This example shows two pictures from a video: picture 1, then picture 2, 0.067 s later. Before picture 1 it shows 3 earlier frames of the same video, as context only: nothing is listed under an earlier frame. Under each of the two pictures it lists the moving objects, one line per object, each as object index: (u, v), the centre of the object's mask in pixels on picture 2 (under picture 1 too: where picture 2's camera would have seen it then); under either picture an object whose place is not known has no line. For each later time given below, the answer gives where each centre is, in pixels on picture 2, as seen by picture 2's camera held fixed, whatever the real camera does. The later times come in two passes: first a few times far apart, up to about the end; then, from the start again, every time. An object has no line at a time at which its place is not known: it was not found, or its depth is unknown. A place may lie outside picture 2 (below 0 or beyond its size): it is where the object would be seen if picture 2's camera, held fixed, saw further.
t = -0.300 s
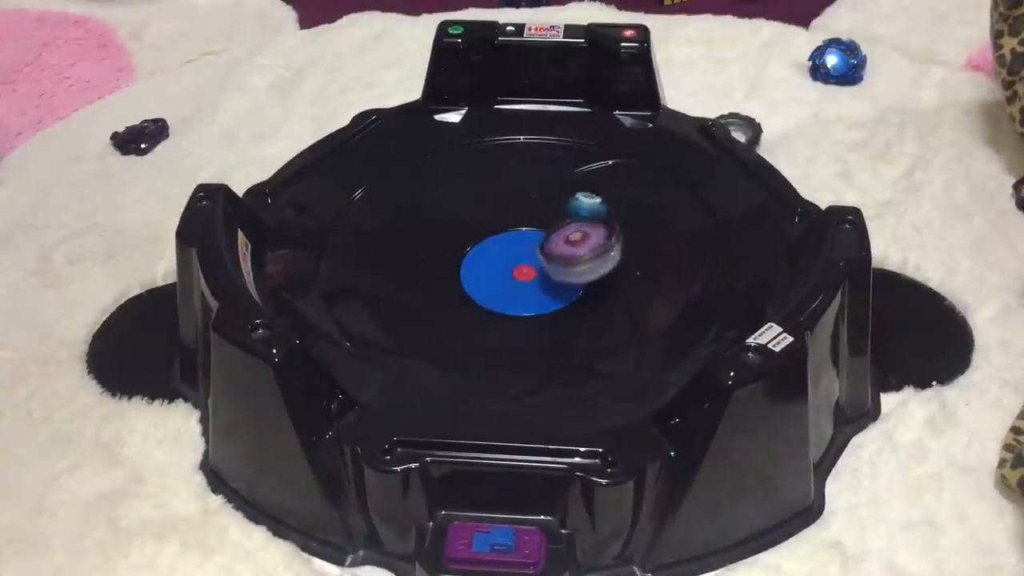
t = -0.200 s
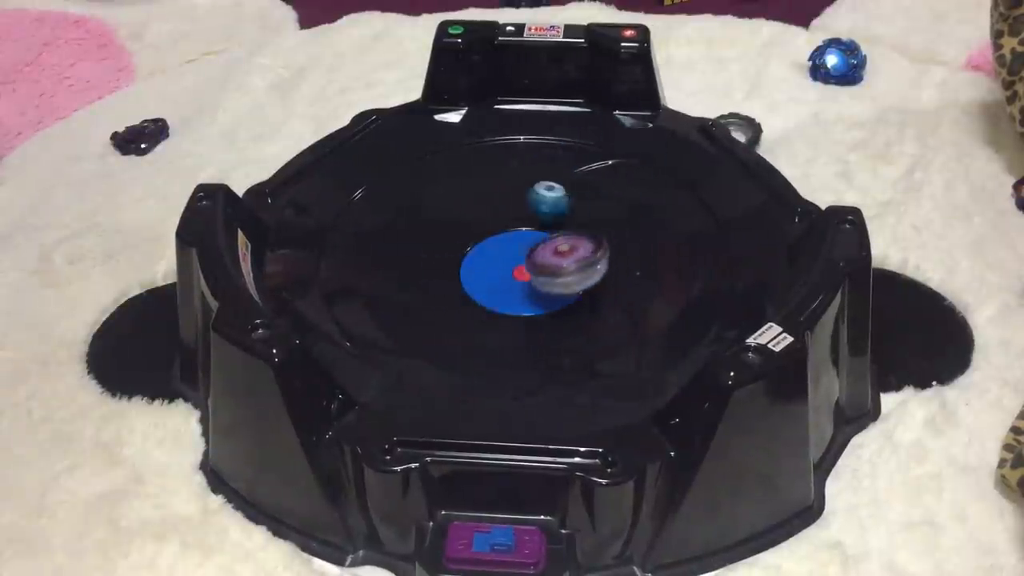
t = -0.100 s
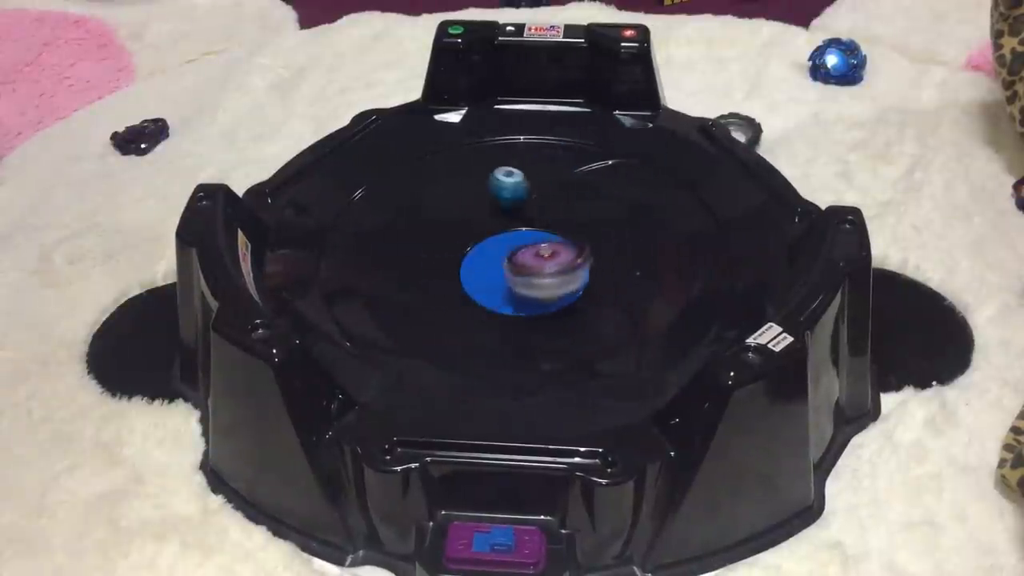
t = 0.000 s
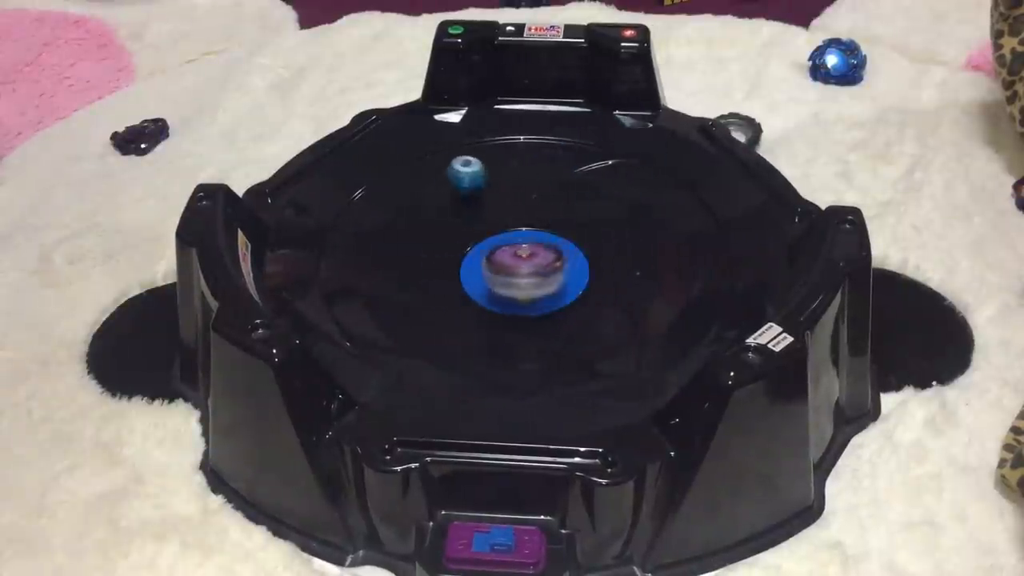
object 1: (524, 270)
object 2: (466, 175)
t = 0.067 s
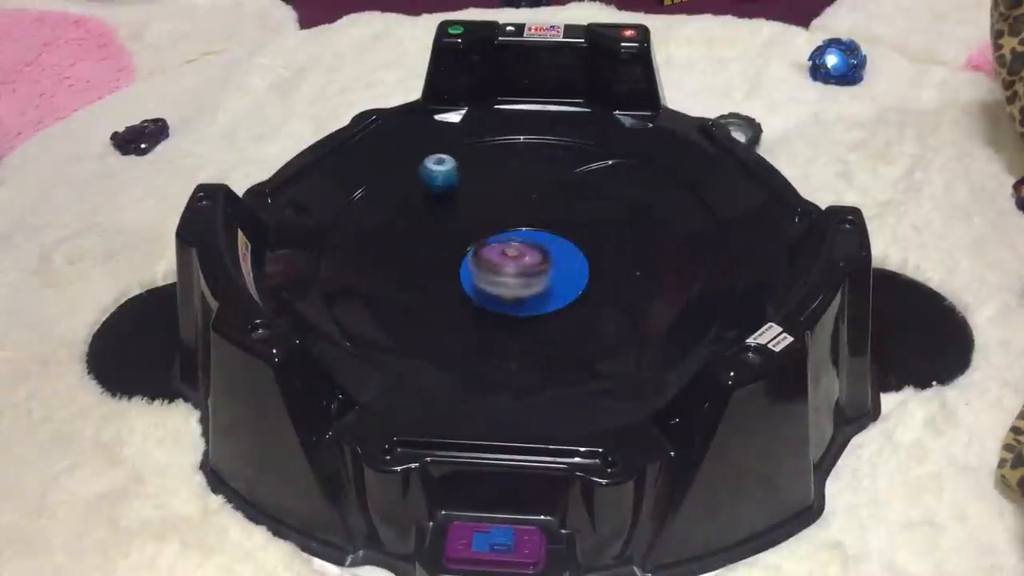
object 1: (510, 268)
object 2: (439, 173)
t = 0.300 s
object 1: (476, 248)
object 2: (390, 204)
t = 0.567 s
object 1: (485, 222)
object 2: (403, 266)
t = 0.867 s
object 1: (532, 207)
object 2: (496, 325)
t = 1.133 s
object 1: (574, 224)
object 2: (605, 303)
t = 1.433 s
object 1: (566, 246)
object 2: (704, 326)
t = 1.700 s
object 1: (522, 248)
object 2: (483, 292)
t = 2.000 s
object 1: (493, 210)
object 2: (383, 266)
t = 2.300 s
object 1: (504, 212)
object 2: (418, 281)
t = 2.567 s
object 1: (529, 223)
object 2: (412, 272)
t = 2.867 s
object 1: (528, 253)
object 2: (419, 281)
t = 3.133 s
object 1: (494, 262)
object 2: (414, 274)
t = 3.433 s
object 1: (481, 247)
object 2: (414, 275)
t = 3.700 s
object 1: (506, 232)
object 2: (418, 281)
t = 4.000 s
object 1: (536, 240)
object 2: (414, 274)
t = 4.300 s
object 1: (534, 260)
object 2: (418, 280)
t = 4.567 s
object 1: (504, 260)
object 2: (414, 274)
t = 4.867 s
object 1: (496, 239)
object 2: (418, 280)
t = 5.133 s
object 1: (519, 229)
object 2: (415, 274)
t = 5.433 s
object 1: (537, 243)
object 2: (418, 280)
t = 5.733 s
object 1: (515, 257)
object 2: (416, 275)
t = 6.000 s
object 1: (491, 249)
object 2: (417, 278)
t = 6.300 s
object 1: (498, 235)
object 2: (417, 277)
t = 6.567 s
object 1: (523, 239)
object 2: (417, 277)
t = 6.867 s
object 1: (507, 256)
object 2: (418, 278)
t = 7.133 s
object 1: (472, 262)
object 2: (411, 276)
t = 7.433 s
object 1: (475, 260)
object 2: (379, 232)
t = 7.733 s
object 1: (502, 255)
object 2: (424, 257)
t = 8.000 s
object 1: (526, 258)
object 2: (429, 248)
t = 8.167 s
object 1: (531, 263)
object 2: (429, 253)
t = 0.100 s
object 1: (503, 266)
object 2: (428, 174)
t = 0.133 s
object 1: (496, 264)
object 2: (418, 177)
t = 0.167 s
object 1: (492, 262)
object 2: (409, 180)
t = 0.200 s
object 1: (487, 259)
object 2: (400, 186)
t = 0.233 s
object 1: (483, 256)
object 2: (395, 193)
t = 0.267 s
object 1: (479, 252)
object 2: (393, 198)
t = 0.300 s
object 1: (476, 248)
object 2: (390, 204)
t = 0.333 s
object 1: (474, 244)
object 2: (389, 211)
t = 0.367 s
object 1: (472, 240)
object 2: (388, 217)
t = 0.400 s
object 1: (471, 236)
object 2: (389, 222)
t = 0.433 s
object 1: (471, 232)
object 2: (389, 231)
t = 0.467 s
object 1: (473, 230)
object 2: (390, 241)
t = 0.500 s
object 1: (479, 228)
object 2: (393, 249)
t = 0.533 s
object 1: (482, 225)
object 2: (398, 258)
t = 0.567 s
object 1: (485, 222)
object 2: (403, 266)
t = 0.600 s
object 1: (489, 218)
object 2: (411, 275)
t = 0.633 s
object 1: (493, 215)
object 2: (419, 282)
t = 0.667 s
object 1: (498, 213)
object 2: (427, 287)
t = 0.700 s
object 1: (503, 212)
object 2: (436, 295)
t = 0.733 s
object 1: (508, 210)
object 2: (445, 302)
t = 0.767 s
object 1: (514, 209)
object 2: (456, 309)
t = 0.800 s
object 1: (519, 208)
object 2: (469, 316)
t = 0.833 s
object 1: (525, 207)
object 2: (481, 320)
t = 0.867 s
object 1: (532, 207)
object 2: (496, 325)
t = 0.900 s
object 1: (540, 207)
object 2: (511, 327)
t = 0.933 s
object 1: (547, 208)
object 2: (526, 328)
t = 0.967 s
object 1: (554, 210)
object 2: (541, 327)
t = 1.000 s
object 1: (559, 213)
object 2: (556, 325)
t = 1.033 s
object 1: (564, 215)
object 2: (571, 322)
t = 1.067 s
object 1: (567, 217)
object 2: (583, 316)
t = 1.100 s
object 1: (571, 221)
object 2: (595, 310)
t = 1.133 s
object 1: (574, 224)
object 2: (605, 303)
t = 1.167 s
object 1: (577, 226)
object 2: (613, 296)
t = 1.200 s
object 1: (580, 231)
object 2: (620, 288)
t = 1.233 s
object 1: (582, 234)
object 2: (624, 280)
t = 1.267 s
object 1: (582, 238)
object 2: (634, 277)
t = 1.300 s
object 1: (578, 239)
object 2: (666, 298)
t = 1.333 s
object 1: (576, 239)
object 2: (705, 307)
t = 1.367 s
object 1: (573, 242)
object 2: (730, 319)
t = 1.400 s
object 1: (570, 244)
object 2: (723, 321)
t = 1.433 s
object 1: (566, 246)
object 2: (704, 326)
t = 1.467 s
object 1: (562, 247)
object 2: (678, 313)
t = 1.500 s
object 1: (557, 248)
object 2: (653, 300)
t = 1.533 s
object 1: (551, 249)
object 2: (623, 301)
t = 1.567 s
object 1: (546, 250)
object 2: (592, 311)
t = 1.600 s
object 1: (540, 249)
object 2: (568, 296)
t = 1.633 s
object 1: (533, 248)
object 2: (540, 290)
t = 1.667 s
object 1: (528, 249)
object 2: (510, 297)
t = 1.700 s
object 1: (522, 248)
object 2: (483, 292)
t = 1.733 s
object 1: (517, 242)
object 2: (458, 292)
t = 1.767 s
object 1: (515, 235)
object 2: (438, 288)
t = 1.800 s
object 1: (514, 226)
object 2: (423, 285)
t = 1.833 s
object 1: (512, 221)
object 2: (404, 285)
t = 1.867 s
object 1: (508, 218)
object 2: (390, 281)
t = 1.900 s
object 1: (504, 215)
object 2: (383, 276)
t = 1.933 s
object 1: (500, 213)
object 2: (380, 271)
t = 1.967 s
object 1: (496, 211)
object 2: (381, 268)
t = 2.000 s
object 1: (493, 210)
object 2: (383, 266)
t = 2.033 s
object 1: (492, 209)
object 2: (386, 266)
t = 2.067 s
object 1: (491, 210)
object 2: (389, 267)
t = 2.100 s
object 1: (492, 211)
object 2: (395, 269)
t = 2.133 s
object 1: (492, 212)
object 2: (401, 270)
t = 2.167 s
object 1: (495, 213)
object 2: (408, 274)
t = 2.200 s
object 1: (496, 214)
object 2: (413, 276)
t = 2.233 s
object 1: (499, 213)
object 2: (416, 280)
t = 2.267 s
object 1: (501, 213)
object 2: (418, 281)
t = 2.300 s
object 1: (504, 212)
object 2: (418, 281)
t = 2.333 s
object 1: (507, 212)
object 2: (418, 280)
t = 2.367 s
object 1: (511, 212)
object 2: (417, 278)
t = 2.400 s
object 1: (514, 213)
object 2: (416, 277)
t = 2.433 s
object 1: (518, 214)
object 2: (415, 275)
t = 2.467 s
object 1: (521, 216)
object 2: (414, 274)
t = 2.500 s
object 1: (524, 218)
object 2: (413, 273)
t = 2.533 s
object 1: (527, 220)
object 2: (412, 272)
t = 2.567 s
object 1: (529, 223)
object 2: (412, 272)
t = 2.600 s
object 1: (531, 227)
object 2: (413, 273)
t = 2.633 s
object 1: (532, 230)
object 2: (414, 274)
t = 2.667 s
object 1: (534, 233)
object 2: (415, 275)
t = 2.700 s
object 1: (535, 238)
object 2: (416, 276)
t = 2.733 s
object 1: (535, 241)
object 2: (417, 277)
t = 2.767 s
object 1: (534, 244)
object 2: (418, 279)
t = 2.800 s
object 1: (532, 248)
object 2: (418, 280)
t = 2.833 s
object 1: (530, 251)
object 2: (419, 281)
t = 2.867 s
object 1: (528, 253)
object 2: (419, 281)
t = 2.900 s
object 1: (524, 256)
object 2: (419, 280)
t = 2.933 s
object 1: (521, 258)
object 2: (418, 280)
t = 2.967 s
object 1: (517, 260)
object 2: (418, 279)
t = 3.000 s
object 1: (512, 261)
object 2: (417, 278)
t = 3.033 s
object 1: (507, 261)
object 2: (416, 277)
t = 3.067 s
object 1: (503, 262)
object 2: (415, 276)
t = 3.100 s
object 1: (499, 263)
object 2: (414, 274)
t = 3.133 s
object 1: (494, 262)
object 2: (414, 274)
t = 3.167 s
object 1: (492, 261)
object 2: (414, 273)
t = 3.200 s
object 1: (488, 260)
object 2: (413, 273)
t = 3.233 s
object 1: (485, 259)
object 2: (413, 273)
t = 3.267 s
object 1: (483, 257)
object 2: (413, 273)
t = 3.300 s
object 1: (482, 255)
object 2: (413, 273)
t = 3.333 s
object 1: (481, 254)
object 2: (413, 273)
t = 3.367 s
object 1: (480, 251)
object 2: (414, 273)
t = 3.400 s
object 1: (480, 249)
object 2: (414, 274)
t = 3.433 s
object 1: (481, 247)
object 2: (414, 275)
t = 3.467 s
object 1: (483, 244)
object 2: (416, 276)
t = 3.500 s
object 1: (484, 242)
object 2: (417, 278)
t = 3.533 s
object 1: (487, 240)
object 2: (417, 279)
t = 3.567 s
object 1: (491, 238)
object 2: (418, 280)
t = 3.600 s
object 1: (493, 236)
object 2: (418, 281)
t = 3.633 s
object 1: (497, 234)
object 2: (418, 281)
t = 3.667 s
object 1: (501, 233)
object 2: (418, 281)
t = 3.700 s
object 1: (506, 232)
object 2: (418, 281)
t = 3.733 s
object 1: (509, 232)
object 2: (418, 281)
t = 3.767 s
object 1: (513, 232)
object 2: (418, 280)
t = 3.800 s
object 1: (517, 232)
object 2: (417, 279)
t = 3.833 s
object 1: (520, 233)
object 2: (417, 278)
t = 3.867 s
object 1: (524, 234)
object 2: (416, 277)
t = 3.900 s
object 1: (527, 235)
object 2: (415, 276)
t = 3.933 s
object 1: (531, 236)
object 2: (414, 275)
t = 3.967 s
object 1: (533, 238)
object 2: (414, 274)
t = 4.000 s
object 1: (536, 240)
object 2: (414, 274)
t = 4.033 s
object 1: (538, 242)
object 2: (414, 274)
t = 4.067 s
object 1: (540, 245)
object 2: (414, 274)
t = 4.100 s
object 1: (541, 247)
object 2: (415, 275)
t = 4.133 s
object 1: (541, 250)
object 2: (416, 277)
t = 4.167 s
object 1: (541, 252)
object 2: (417, 278)
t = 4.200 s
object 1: (540, 255)
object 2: (417, 279)
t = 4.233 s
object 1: (539, 257)
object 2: (418, 280)
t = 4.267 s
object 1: (536, 259)
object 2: (418, 280)
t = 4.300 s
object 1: (534, 260)
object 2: (418, 280)
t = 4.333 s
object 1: (531, 261)
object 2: (418, 280)
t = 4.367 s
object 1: (527, 262)
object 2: (418, 280)
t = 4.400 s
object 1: (524, 262)
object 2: (418, 279)
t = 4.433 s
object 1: (520, 262)
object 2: (417, 278)
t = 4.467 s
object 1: (516, 264)
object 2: (417, 277)
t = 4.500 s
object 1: (512, 263)
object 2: (416, 276)
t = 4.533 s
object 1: (508, 262)
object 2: (415, 275)
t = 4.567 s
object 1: (504, 260)
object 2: (414, 274)
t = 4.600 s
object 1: (501, 259)
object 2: (414, 274)
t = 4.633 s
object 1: (499, 257)
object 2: (415, 275)
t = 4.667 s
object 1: (497, 254)
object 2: (415, 275)
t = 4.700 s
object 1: (495, 253)
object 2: (416, 277)
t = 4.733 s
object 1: (495, 251)
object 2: (417, 278)
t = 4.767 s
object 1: (494, 247)
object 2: (417, 279)
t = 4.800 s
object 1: (495, 245)
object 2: (418, 280)
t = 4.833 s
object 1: (496, 243)
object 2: (418, 280)
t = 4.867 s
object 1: (496, 239)
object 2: (418, 280)
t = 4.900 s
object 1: (499, 237)
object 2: (418, 280)
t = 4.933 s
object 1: (501, 235)
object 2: (418, 280)
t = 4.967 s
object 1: (503, 233)
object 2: (417, 279)
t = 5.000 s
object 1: (507, 231)
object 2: (417, 277)
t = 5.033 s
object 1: (509, 230)
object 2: (416, 276)
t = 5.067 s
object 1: (513, 230)
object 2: (416, 275)
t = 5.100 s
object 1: (516, 229)
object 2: (415, 274)
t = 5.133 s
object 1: (519, 229)
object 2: (415, 274)
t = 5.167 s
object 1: (523, 230)
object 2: (415, 274)
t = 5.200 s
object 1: (525, 231)
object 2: (415, 275)
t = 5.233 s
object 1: (528, 231)
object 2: (416, 276)
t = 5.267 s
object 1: (530, 232)
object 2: (417, 277)
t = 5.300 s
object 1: (532, 235)
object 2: (417, 279)
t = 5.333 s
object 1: (534, 236)
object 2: (418, 279)
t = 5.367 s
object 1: (535, 238)
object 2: (418, 280)
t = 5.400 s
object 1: (537, 240)
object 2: (418, 280)
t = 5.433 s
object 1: (537, 243)
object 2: (418, 280)
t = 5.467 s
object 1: (536, 246)
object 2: (418, 279)
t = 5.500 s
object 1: (535, 249)
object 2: (418, 278)
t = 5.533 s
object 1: (533, 251)
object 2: (417, 277)
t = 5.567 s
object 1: (531, 253)
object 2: (416, 276)
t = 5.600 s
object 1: (528, 255)
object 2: (415, 275)
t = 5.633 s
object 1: (526, 255)
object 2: (415, 274)
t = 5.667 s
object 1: (522, 256)
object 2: (415, 274)
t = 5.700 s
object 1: (518, 257)
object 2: (415, 274)
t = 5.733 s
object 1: (515, 257)
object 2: (416, 275)
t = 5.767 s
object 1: (511, 256)
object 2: (416, 276)
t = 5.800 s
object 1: (508, 257)
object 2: (417, 277)
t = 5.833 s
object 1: (503, 256)
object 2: (417, 278)
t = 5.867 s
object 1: (500, 255)
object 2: (417, 279)
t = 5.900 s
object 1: (497, 255)
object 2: (418, 280)
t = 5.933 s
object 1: (495, 253)
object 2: (418, 280)
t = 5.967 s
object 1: (493, 251)
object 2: (418, 280)
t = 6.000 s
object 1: (491, 249)
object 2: (417, 278)
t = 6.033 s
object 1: (490, 247)
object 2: (417, 277)
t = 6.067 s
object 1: (489, 245)
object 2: (417, 277)
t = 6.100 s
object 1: (490, 243)
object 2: (416, 276)
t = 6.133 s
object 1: (490, 241)
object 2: (415, 275)
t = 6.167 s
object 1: (492, 238)
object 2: (415, 274)
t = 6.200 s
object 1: (494, 237)
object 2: (415, 274)
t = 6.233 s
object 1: (495, 236)
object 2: (416, 274)
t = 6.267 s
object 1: (496, 235)
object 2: (416, 276)
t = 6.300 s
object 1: (498, 235)
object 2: (417, 277)
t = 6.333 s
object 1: (501, 234)
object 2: (417, 277)
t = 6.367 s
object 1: (506, 233)
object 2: (418, 278)
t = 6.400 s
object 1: (510, 233)
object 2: (418, 279)
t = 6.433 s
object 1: (512, 234)
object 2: (418, 279)
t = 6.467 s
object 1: (515, 235)
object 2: (418, 280)
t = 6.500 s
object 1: (518, 237)
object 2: (418, 279)
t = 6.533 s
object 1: (520, 238)
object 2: (418, 278)
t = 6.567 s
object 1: (523, 239)
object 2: (417, 277)
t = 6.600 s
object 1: (525, 241)
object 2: (417, 276)
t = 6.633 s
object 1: (524, 243)
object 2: (416, 276)
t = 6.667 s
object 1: (523, 247)
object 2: (415, 275)
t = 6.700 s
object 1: (513, 252)
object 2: (415, 274)
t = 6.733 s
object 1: (505, 249)
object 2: (415, 275)
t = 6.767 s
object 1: (509, 243)
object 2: (416, 276)
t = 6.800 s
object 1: (524, 243)
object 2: (417, 276)
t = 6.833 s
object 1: (523, 252)
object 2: (417, 277)
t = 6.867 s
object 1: (507, 256)
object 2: (418, 278)
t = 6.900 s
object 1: (491, 256)
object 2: (418, 278)
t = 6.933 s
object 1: (482, 257)
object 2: (419, 279)
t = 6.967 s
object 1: (478, 257)
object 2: (419, 279)
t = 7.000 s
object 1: (475, 259)
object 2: (418, 279)
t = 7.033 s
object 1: (475, 259)
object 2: (415, 278)
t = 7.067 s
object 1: (474, 260)
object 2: (414, 278)
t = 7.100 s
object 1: (473, 262)
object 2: (412, 277)
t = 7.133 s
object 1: (472, 262)
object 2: (411, 276)
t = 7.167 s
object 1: (473, 263)
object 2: (389, 270)
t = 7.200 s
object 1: (474, 264)
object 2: (365, 257)
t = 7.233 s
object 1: (473, 264)
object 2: (349, 246)
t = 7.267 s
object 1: (473, 263)
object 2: (341, 236)
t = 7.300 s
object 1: (473, 263)
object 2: (343, 230)
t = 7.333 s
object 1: (472, 262)
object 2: (350, 228)
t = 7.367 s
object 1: (473, 262)
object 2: (360, 228)
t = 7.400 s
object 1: (473, 261)
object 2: (370, 229)
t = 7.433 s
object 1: (475, 260)
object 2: (379, 232)
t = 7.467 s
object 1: (476, 260)
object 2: (389, 235)
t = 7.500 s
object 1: (478, 259)
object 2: (397, 240)
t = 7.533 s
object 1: (482, 258)
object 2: (404, 245)
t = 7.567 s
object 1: (485, 257)
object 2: (410, 250)
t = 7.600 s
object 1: (488, 256)
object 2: (414, 255)
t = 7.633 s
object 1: (491, 255)
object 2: (417, 258)
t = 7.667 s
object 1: (495, 255)
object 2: (420, 259)
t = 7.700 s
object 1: (499, 255)
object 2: (422, 259)
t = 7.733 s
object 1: (502, 255)
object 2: (424, 257)
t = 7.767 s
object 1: (506, 254)
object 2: (426, 255)
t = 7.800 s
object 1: (510, 254)
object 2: (427, 253)
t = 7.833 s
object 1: (513, 255)
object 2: (428, 251)
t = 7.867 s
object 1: (515, 256)
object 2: (428, 248)
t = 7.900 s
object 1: (519, 255)
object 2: (429, 247)
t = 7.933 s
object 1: (522, 256)
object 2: (430, 248)
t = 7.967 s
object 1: (524, 257)
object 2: (429, 248)
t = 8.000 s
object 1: (526, 258)
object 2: (429, 248)
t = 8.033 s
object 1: (528, 259)
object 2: (430, 249)
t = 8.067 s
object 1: (529, 260)
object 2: (429, 249)
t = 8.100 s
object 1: (530, 261)
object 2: (429, 250)
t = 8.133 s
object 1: (530, 262)
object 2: (429, 252)
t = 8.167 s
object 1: (531, 263)
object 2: (429, 253)
